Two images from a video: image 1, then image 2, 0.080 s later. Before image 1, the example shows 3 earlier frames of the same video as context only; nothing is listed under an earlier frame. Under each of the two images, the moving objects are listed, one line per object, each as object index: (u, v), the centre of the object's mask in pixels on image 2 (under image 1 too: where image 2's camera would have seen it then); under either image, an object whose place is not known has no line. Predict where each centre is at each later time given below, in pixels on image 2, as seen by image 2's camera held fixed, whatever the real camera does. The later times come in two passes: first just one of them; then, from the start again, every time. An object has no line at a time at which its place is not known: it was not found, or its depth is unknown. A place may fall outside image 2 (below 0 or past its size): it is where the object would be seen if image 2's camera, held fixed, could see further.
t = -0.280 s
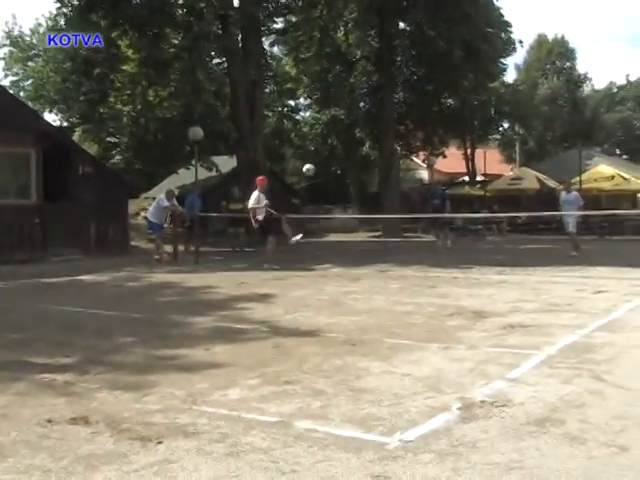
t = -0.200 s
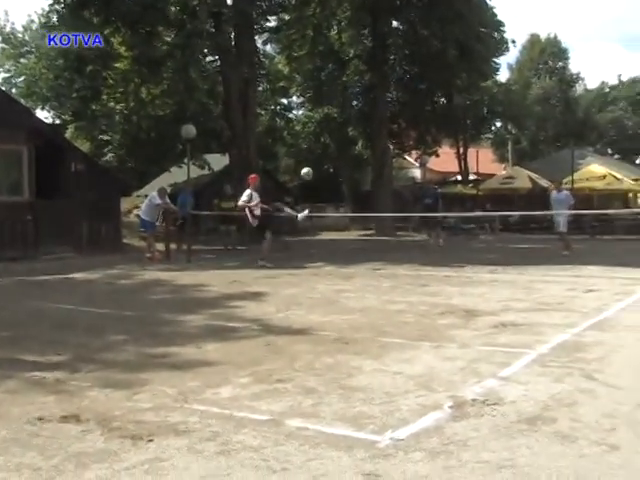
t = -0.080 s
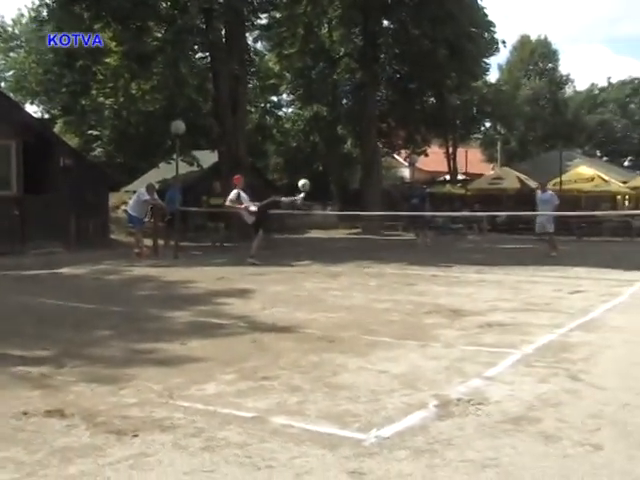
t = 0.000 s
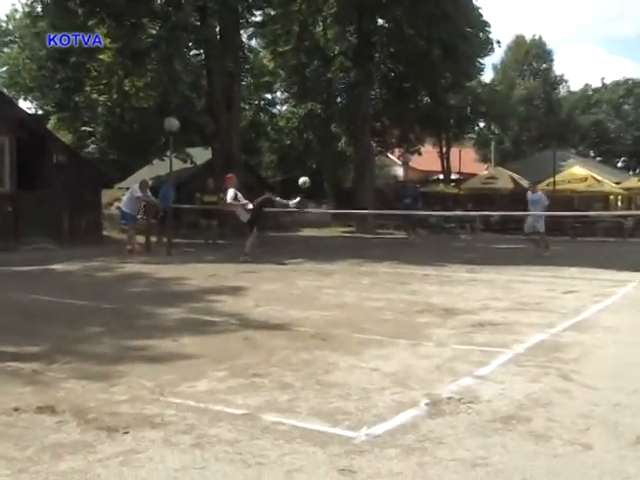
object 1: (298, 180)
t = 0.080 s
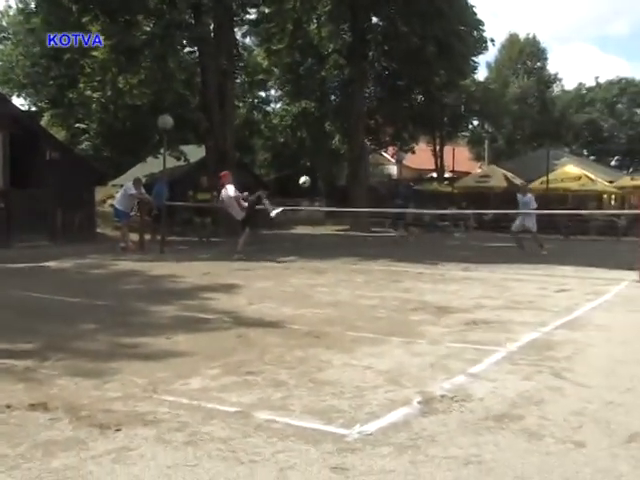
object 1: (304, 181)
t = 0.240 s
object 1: (318, 193)
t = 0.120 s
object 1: (308, 183)
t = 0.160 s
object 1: (311, 185)
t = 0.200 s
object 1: (314, 188)
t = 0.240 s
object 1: (318, 193)
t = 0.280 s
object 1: (321, 196)
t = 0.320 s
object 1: (323, 201)
